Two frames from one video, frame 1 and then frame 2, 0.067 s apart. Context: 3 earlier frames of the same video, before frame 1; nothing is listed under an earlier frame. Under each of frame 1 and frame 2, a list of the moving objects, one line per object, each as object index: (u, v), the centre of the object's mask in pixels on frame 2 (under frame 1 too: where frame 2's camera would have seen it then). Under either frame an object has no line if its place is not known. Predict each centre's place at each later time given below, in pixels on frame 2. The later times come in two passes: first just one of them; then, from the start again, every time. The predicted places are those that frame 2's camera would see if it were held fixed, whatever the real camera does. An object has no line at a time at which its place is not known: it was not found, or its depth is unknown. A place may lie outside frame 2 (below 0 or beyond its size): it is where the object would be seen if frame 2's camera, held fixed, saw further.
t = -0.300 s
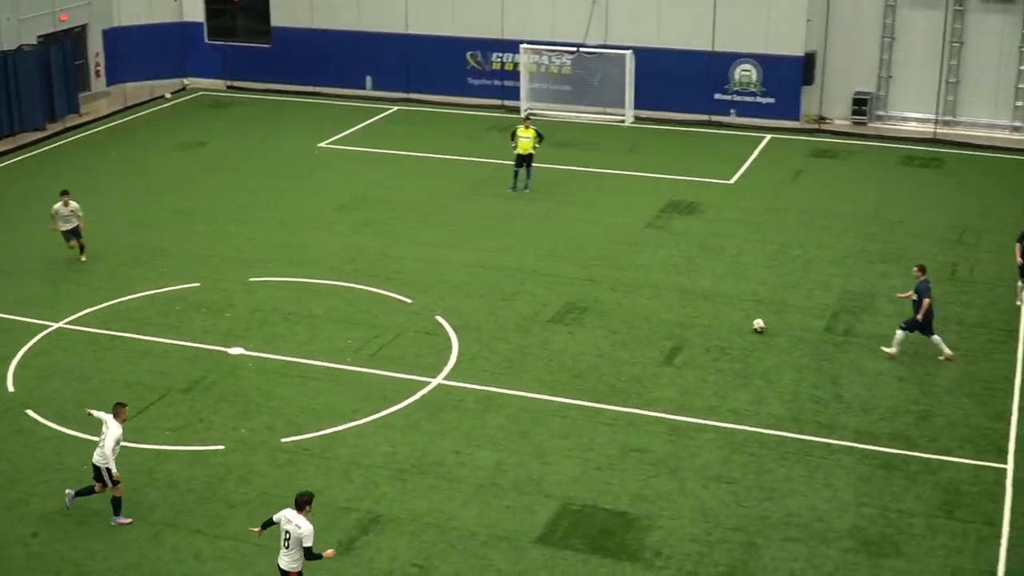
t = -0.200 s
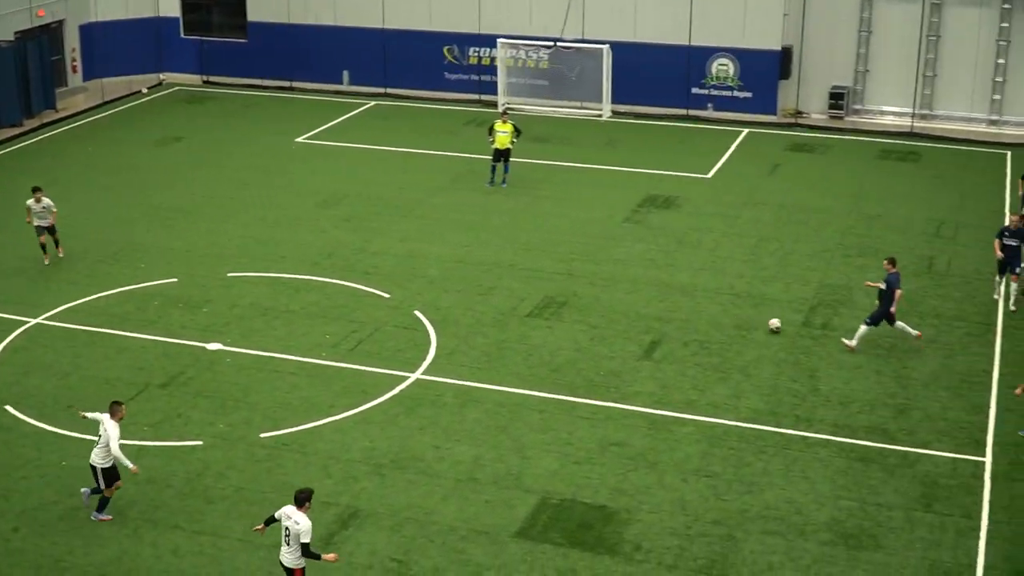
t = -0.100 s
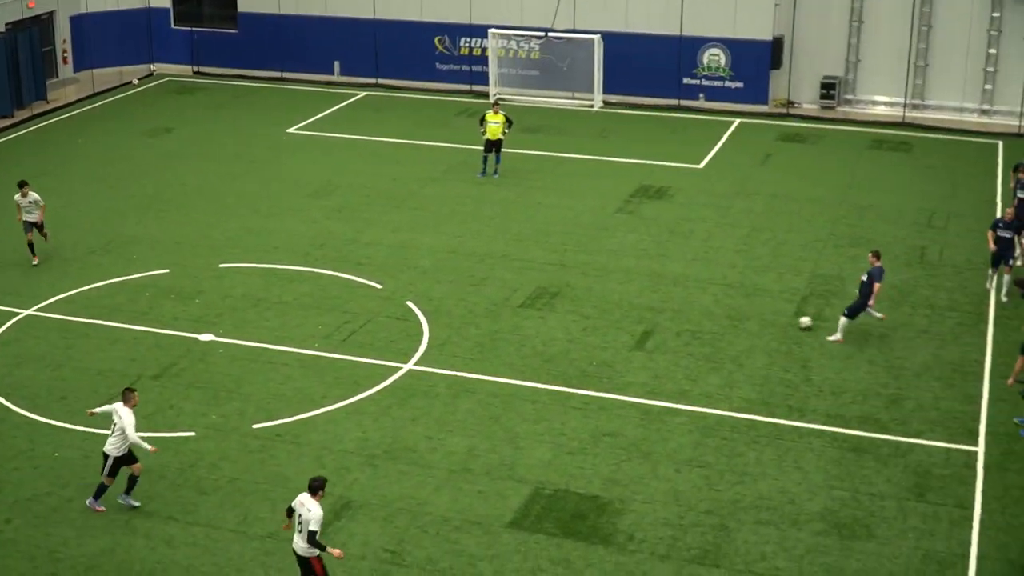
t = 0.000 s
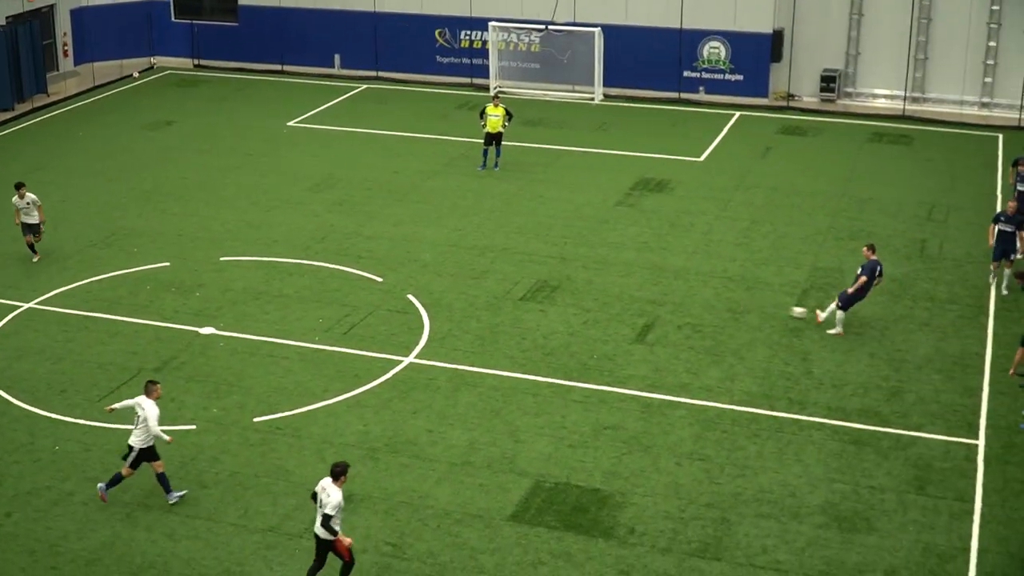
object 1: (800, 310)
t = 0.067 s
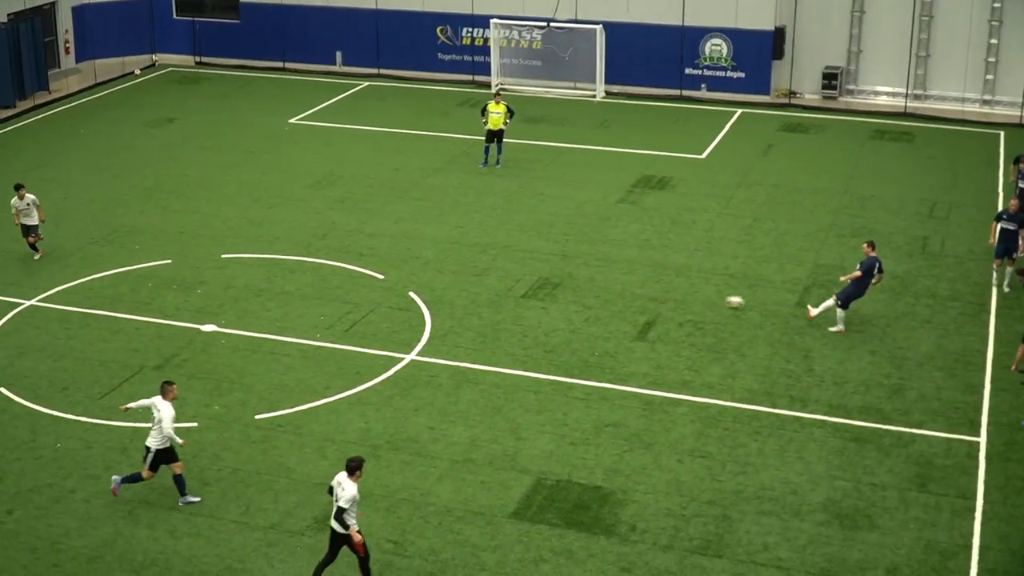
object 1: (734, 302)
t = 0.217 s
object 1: (583, 292)
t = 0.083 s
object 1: (718, 300)
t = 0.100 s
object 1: (701, 299)
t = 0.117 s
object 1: (684, 297)
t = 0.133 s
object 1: (668, 296)
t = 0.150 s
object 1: (651, 295)
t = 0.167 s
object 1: (634, 294)
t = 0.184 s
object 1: (617, 294)
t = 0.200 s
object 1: (600, 293)
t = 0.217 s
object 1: (583, 292)
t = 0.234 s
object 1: (566, 293)
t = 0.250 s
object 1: (549, 293)
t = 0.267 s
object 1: (531, 293)
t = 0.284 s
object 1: (515, 292)
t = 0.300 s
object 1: (497, 293)
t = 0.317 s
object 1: (479, 294)
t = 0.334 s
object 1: (461, 294)
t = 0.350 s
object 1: (443, 295)
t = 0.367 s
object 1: (426, 297)
